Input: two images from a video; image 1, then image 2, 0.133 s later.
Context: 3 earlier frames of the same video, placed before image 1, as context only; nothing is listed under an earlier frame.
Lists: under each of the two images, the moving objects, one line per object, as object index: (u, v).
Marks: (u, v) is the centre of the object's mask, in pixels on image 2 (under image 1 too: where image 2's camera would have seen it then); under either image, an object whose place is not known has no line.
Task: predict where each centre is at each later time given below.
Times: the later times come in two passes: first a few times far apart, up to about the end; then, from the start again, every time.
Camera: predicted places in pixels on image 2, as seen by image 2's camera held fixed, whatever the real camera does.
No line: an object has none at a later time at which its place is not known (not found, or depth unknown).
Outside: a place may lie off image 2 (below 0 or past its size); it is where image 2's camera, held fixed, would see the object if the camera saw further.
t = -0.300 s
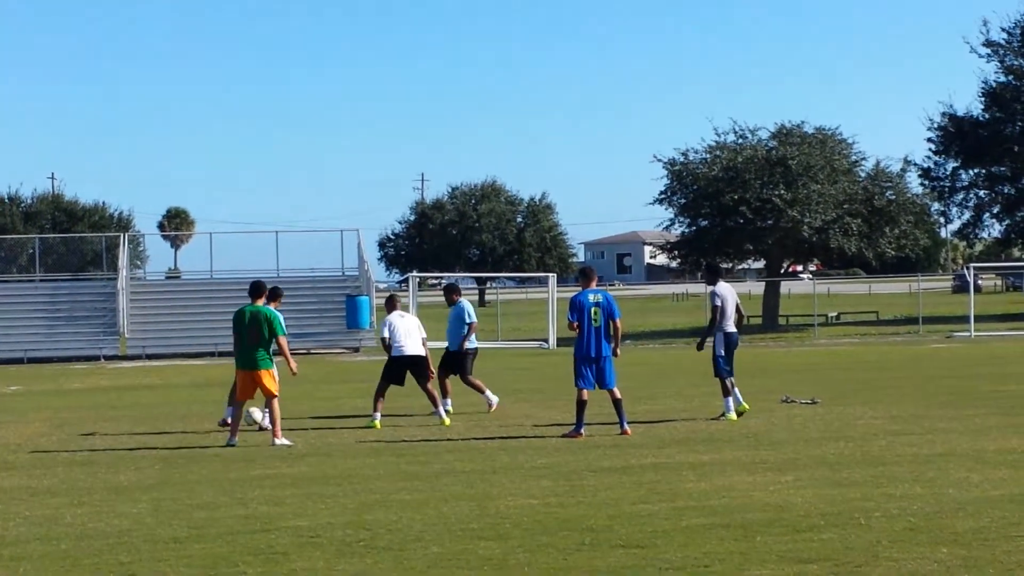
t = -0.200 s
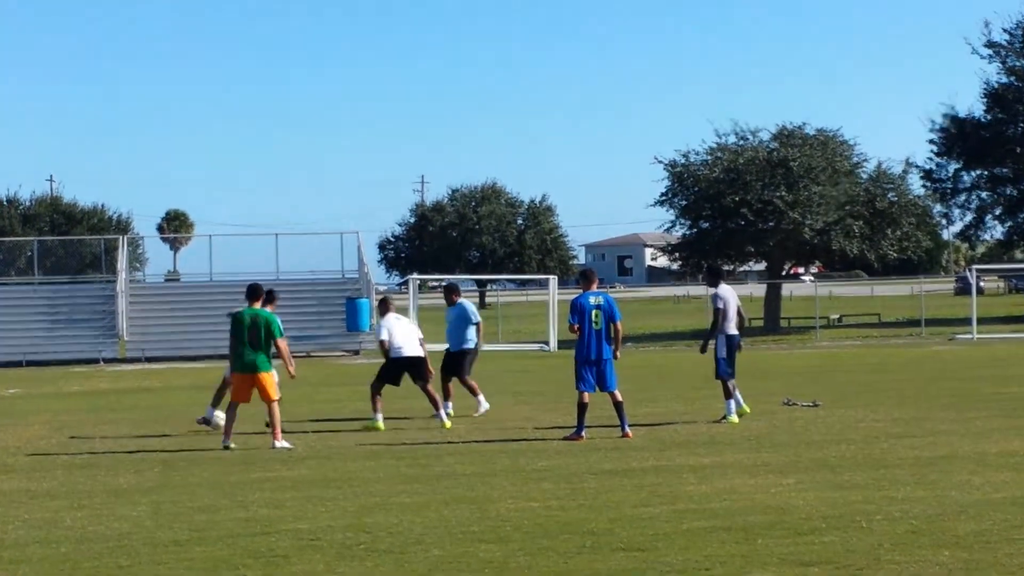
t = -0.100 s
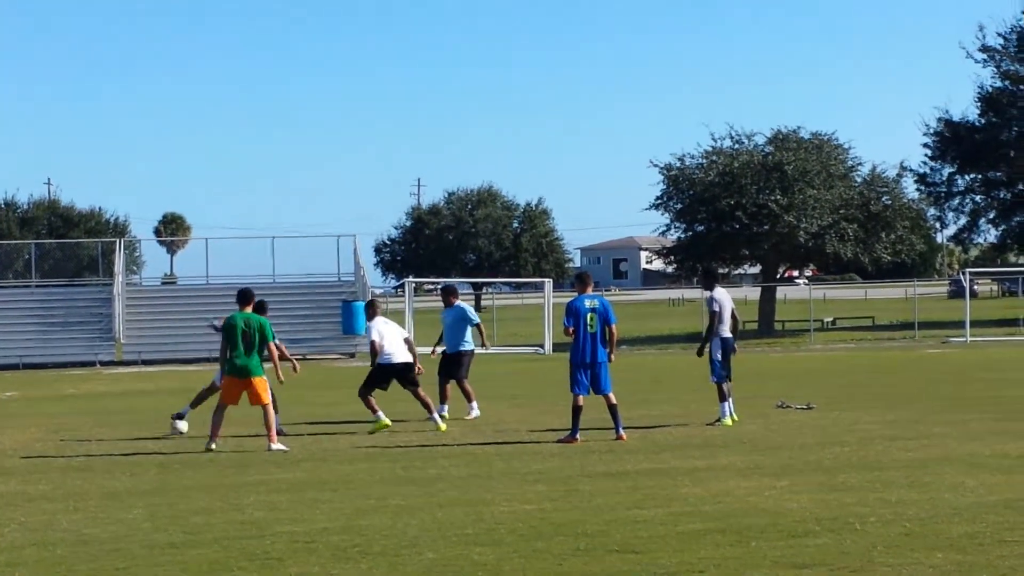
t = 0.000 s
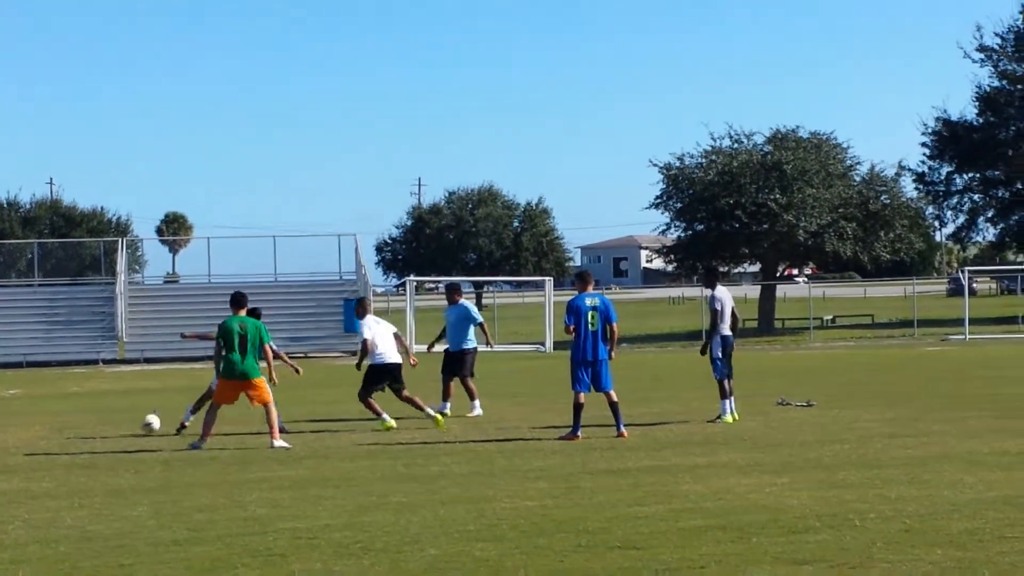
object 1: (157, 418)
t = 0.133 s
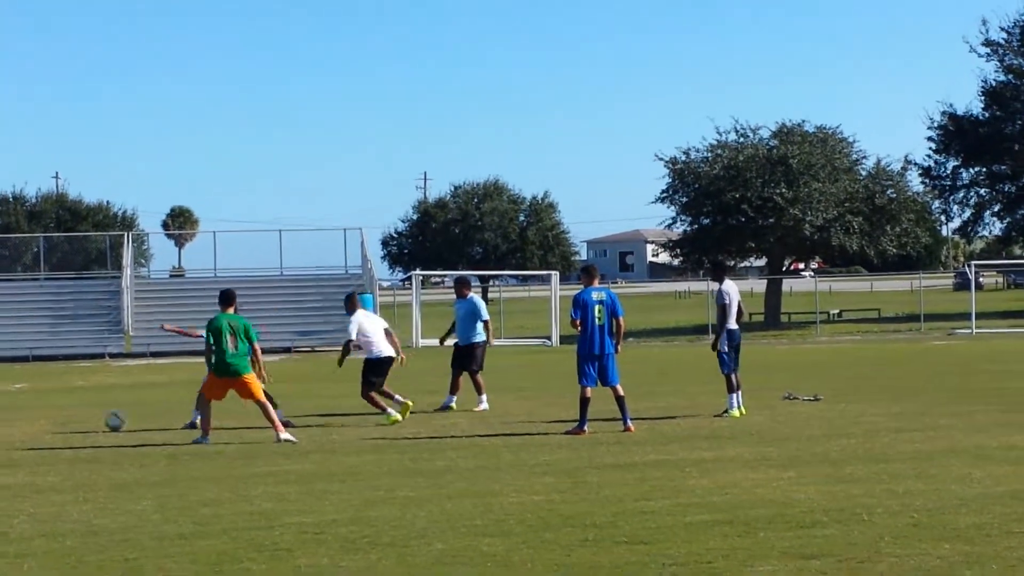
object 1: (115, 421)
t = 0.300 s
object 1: (63, 424)
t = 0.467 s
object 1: (12, 428)
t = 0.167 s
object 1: (104, 423)
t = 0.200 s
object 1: (94, 423)
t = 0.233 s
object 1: (83, 425)
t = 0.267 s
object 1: (74, 425)
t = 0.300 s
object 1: (63, 424)
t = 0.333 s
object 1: (53, 424)
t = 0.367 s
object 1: (43, 425)
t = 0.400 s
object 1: (32, 427)
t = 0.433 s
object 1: (21, 428)
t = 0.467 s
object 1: (12, 428)
